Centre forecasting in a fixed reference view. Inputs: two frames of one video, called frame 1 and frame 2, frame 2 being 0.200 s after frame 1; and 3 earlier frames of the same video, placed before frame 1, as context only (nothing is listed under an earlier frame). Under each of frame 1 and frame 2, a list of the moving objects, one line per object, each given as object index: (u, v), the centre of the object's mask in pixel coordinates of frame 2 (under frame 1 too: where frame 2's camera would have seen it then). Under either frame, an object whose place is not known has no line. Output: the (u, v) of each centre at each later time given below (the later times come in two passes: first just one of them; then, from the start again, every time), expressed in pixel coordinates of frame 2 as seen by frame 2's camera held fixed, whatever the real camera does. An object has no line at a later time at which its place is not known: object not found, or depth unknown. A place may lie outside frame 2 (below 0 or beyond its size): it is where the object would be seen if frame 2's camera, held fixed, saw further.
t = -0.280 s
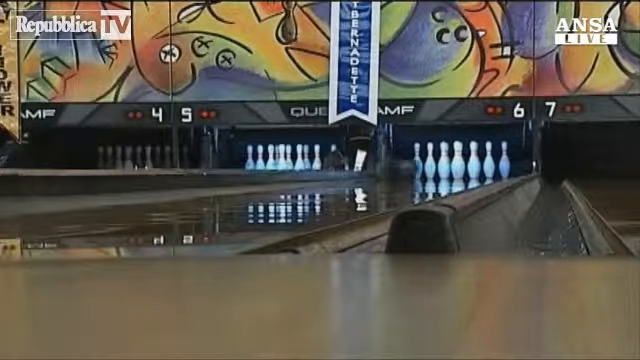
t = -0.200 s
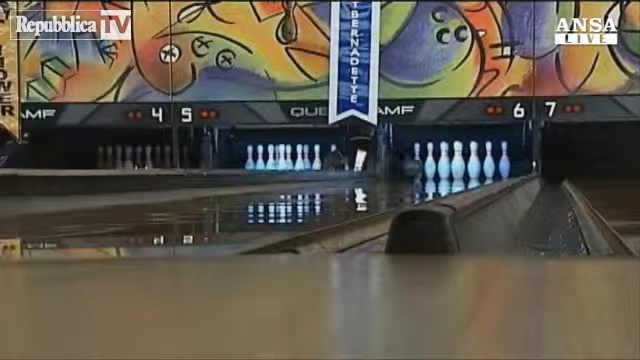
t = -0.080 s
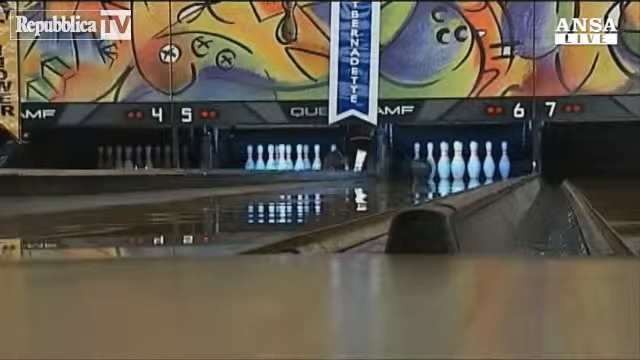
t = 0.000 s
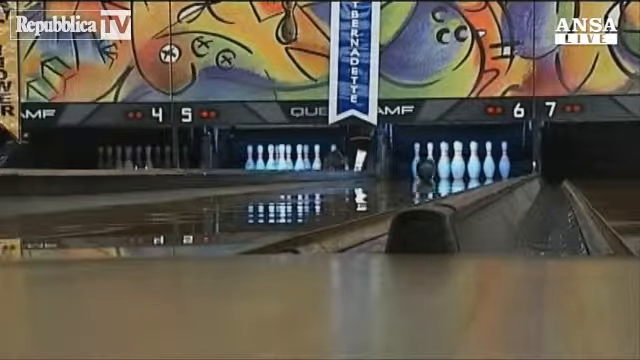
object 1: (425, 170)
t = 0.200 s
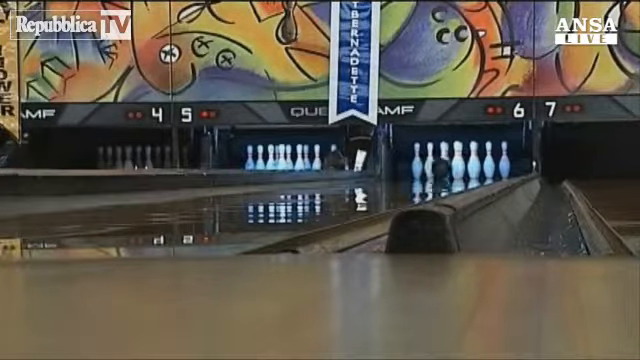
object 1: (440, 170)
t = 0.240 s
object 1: (443, 171)
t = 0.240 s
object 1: (443, 171)
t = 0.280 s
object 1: (443, 171)
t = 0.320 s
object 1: (443, 173)
